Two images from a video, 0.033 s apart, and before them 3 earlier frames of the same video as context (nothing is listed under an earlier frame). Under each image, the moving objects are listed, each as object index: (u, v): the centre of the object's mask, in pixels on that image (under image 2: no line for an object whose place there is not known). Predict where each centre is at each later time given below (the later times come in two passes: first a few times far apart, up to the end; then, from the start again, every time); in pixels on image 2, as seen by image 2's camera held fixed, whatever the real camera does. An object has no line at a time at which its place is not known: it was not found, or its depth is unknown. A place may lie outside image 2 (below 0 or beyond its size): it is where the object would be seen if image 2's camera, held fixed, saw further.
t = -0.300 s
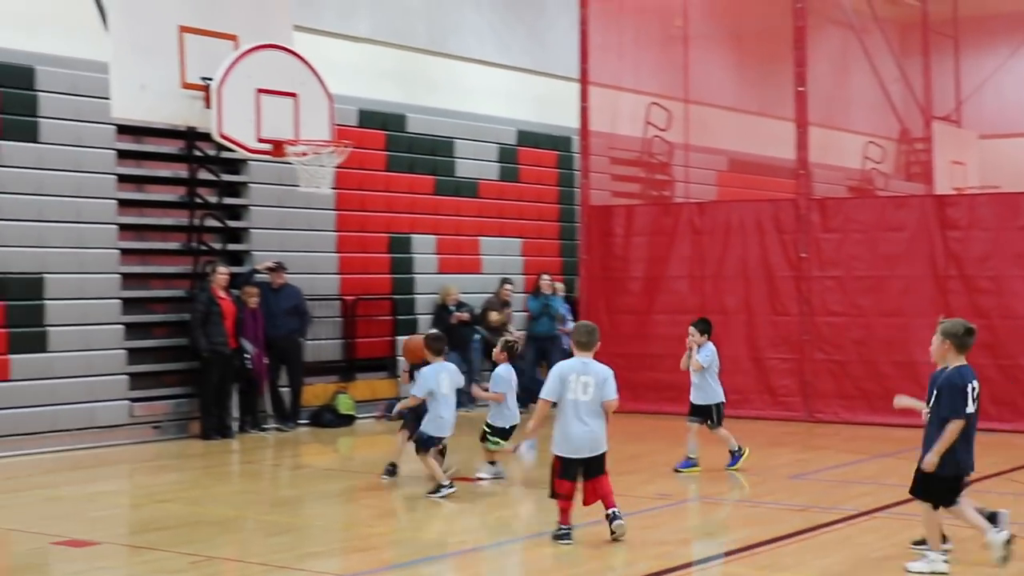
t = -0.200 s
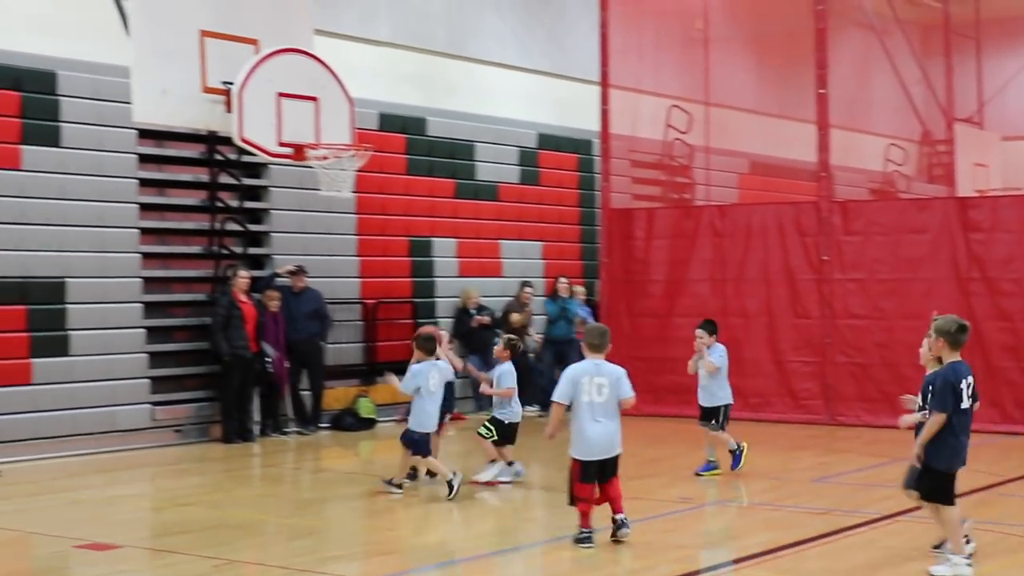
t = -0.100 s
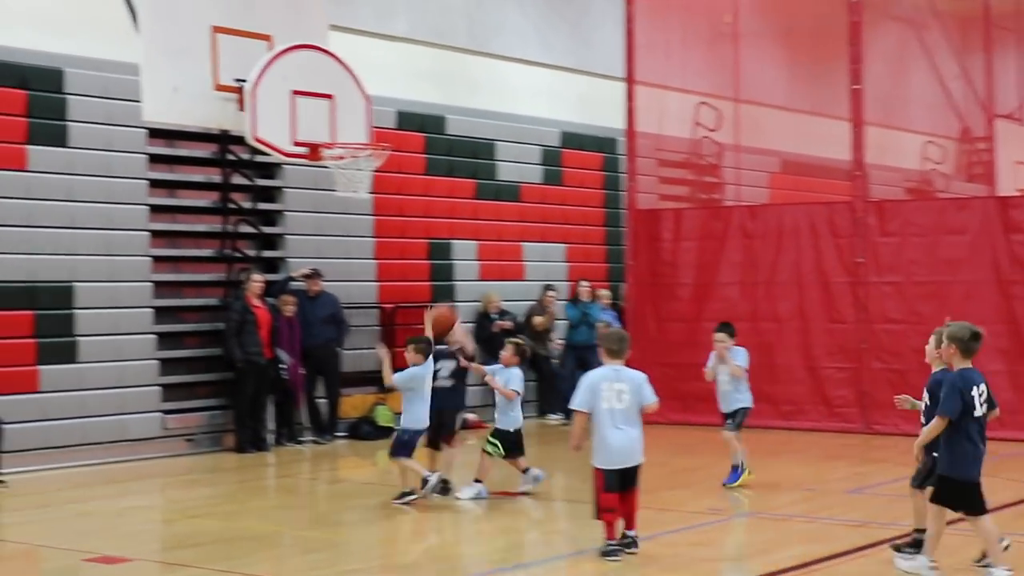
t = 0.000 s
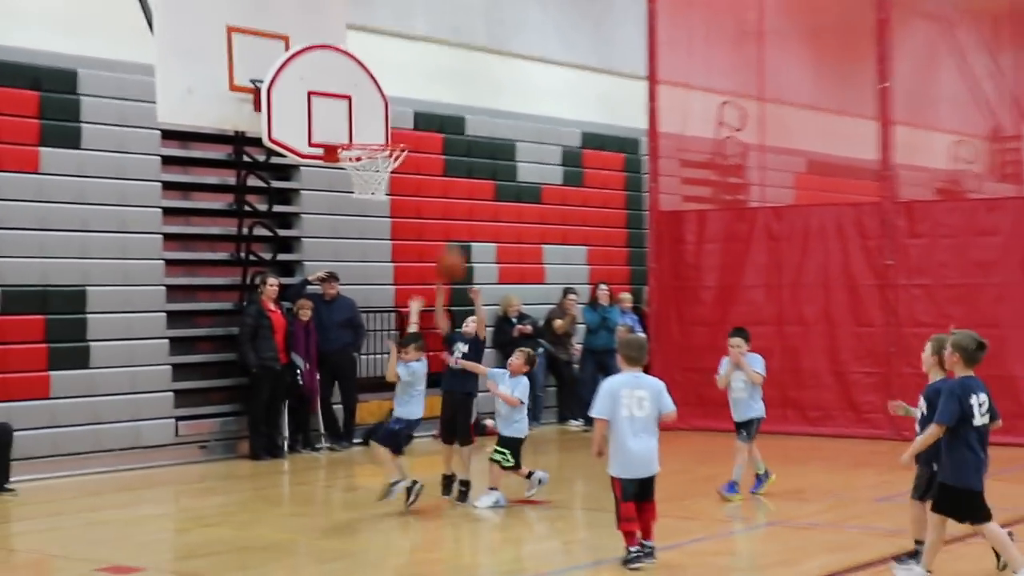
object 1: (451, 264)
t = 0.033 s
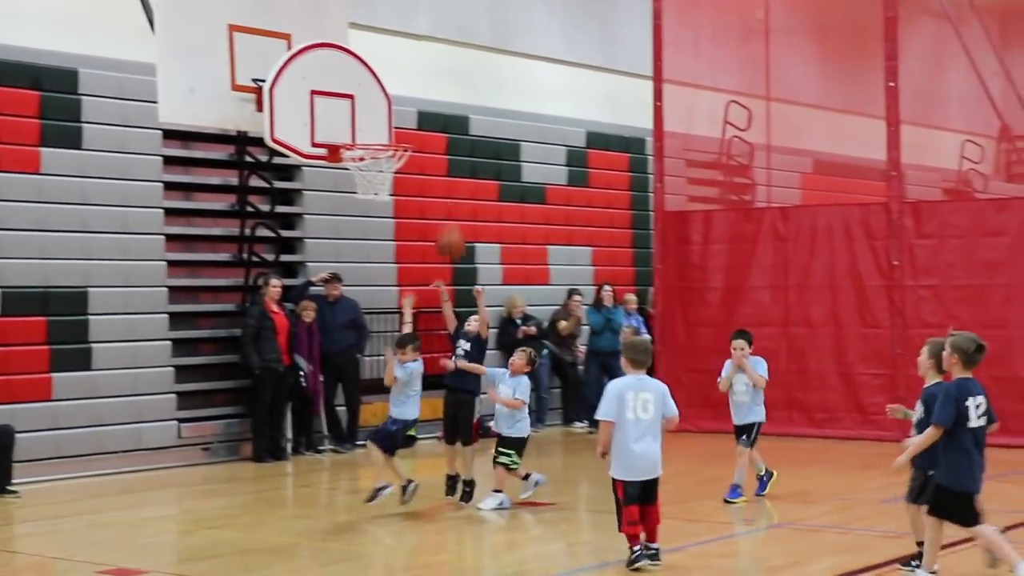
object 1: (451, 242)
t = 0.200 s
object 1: (425, 153)
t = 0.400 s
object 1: (399, 95)
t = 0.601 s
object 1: (377, 91)
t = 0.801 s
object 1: (352, 148)
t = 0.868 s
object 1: (345, 184)
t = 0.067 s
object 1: (444, 221)
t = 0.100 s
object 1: (440, 201)
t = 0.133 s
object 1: (436, 183)
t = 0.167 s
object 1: (431, 170)
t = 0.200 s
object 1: (425, 153)
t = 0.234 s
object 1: (422, 139)
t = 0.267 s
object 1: (416, 128)
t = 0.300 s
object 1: (410, 118)
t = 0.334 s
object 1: (406, 109)
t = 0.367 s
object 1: (402, 101)
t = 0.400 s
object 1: (399, 95)
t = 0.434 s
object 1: (396, 91)
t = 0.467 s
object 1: (392, 87)
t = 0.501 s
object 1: (388, 86)
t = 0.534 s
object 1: (385, 86)
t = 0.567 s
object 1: (381, 88)
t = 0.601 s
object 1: (377, 91)
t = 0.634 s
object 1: (373, 96)
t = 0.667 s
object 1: (369, 102)
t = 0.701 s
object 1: (365, 111)
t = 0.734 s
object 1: (361, 122)
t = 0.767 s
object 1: (357, 134)
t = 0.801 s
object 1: (352, 148)
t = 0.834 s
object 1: (348, 164)
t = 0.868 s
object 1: (345, 184)
